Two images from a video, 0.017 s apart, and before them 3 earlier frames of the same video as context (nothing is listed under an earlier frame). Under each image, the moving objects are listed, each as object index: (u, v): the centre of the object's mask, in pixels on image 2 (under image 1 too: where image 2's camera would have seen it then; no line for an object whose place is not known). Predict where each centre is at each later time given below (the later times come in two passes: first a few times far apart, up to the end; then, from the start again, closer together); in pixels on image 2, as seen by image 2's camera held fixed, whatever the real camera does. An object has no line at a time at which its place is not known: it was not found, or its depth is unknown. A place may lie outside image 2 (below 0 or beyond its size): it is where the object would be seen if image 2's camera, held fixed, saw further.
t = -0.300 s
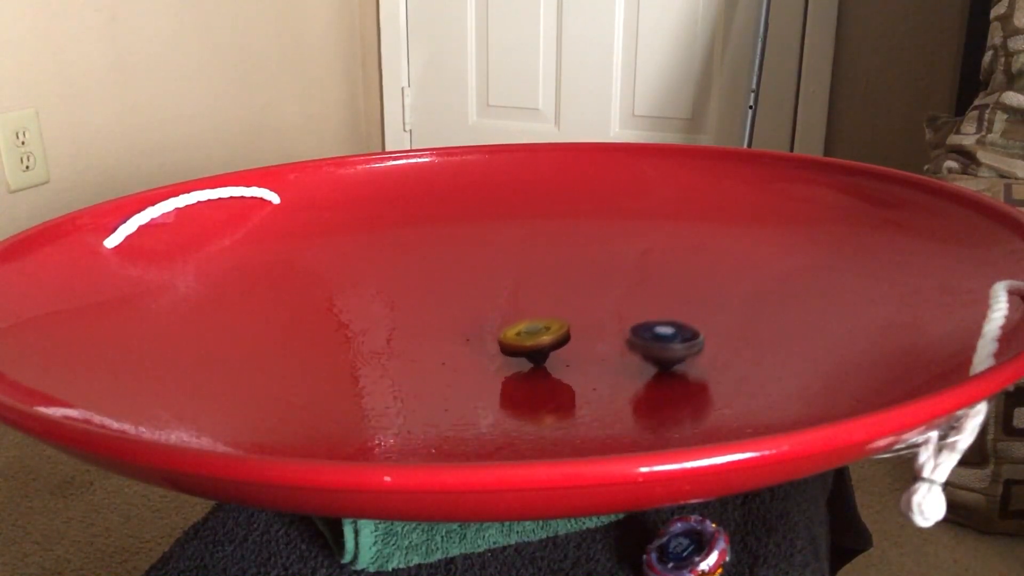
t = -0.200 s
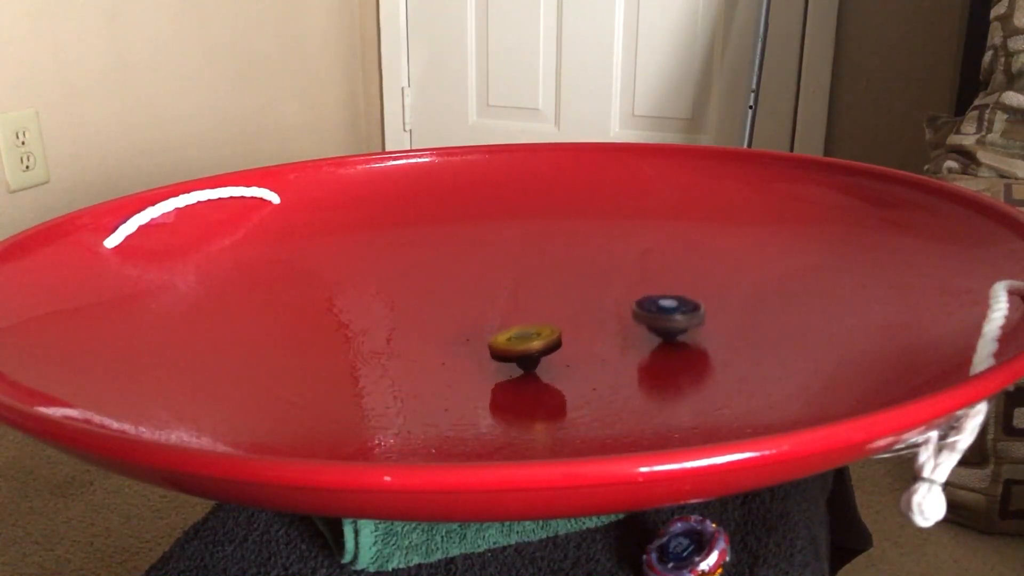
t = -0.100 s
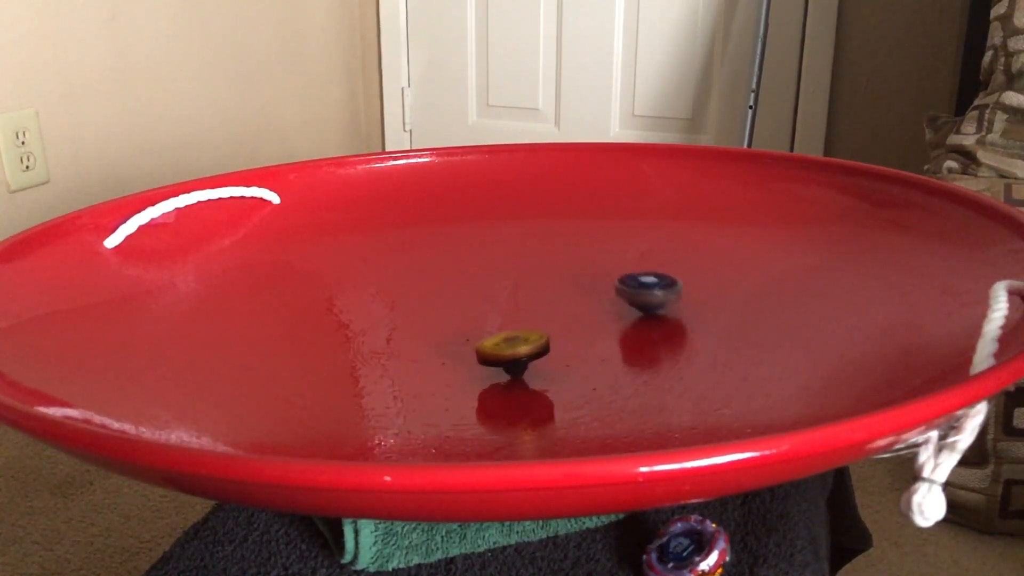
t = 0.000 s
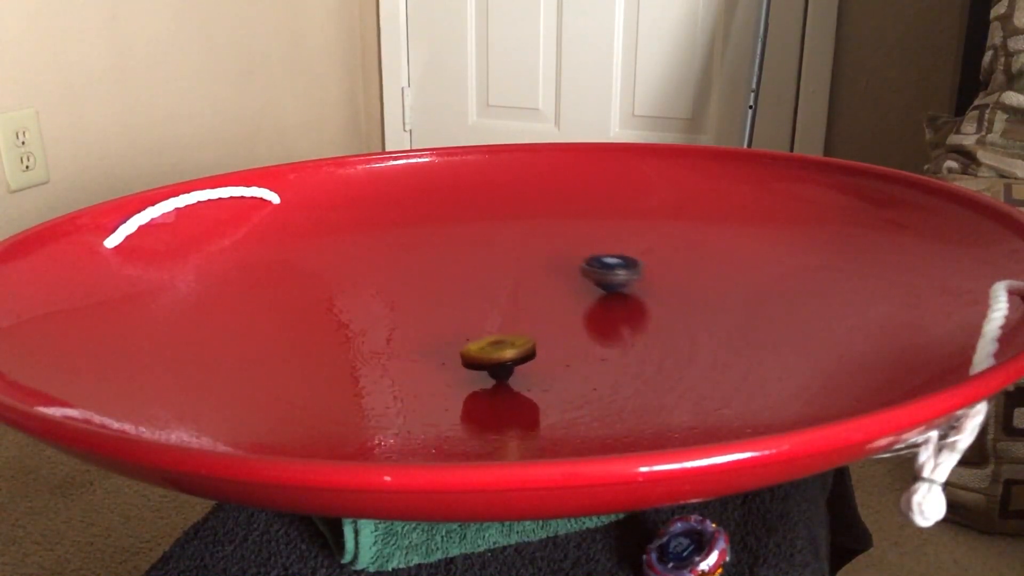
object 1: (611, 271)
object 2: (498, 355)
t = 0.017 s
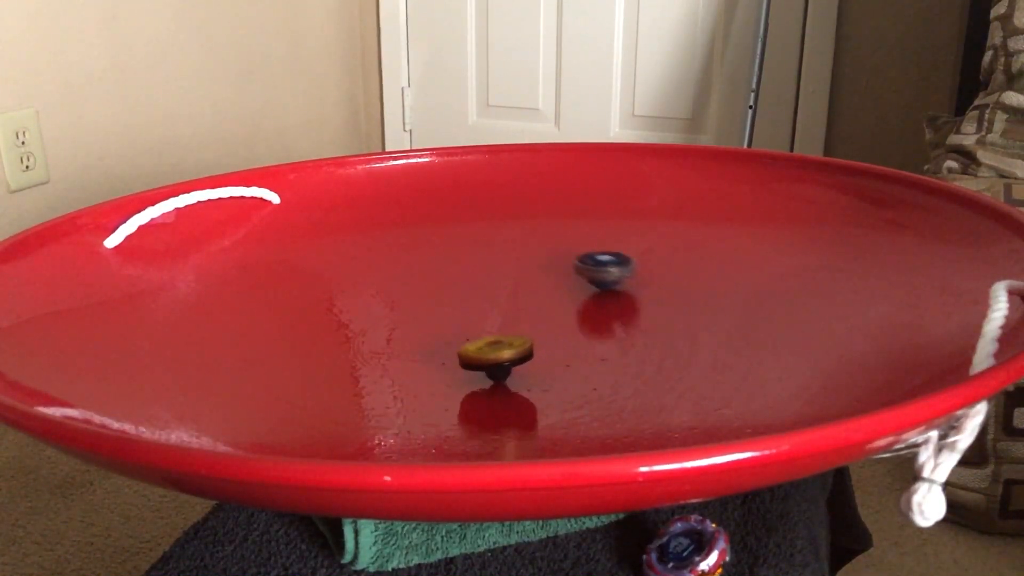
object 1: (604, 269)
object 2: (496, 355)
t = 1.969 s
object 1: (565, 259)
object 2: (453, 292)
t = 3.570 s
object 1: (638, 299)
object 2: (478, 357)
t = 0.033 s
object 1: (596, 266)
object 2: (493, 356)
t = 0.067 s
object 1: (581, 262)
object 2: (488, 357)
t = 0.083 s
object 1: (573, 260)
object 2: (485, 358)
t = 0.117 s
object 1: (555, 256)
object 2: (480, 359)
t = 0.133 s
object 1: (546, 254)
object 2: (477, 359)
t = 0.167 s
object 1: (529, 251)
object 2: (471, 360)
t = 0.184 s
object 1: (519, 250)
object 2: (469, 360)
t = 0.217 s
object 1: (499, 248)
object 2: (463, 361)
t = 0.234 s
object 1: (490, 248)
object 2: (460, 361)
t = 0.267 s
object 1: (470, 247)
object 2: (454, 361)
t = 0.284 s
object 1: (461, 247)
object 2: (451, 362)
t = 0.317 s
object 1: (441, 246)
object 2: (446, 362)
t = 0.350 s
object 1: (420, 247)
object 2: (440, 362)
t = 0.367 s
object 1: (410, 248)
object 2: (437, 361)
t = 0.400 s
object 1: (391, 250)
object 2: (432, 362)
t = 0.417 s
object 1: (381, 251)
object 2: (429, 361)
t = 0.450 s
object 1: (361, 254)
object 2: (424, 361)
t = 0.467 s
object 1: (352, 255)
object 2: (421, 361)
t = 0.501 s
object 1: (334, 259)
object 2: (416, 360)
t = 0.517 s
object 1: (325, 261)
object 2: (414, 360)
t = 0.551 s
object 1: (308, 266)
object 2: (409, 359)
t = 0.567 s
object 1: (300, 269)
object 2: (406, 358)
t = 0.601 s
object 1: (285, 274)
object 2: (401, 357)
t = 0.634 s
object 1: (271, 281)
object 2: (396, 356)
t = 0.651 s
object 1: (265, 284)
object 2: (394, 355)
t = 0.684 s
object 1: (253, 292)
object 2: (390, 353)
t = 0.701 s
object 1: (249, 295)
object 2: (388, 353)
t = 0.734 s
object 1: (241, 304)
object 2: (385, 351)
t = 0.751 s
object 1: (239, 308)
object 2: (383, 350)
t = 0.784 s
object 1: (235, 317)
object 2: (380, 348)
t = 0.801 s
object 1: (234, 322)
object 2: (378, 347)
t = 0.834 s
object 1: (236, 331)
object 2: (375, 346)
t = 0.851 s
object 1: (237, 336)
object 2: (374, 345)
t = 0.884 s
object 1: (243, 345)
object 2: (372, 343)
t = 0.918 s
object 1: (252, 354)
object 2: (371, 341)
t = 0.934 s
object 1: (258, 359)
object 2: (370, 339)
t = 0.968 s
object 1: (272, 367)
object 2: (369, 337)
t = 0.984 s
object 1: (280, 372)
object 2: (368, 336)
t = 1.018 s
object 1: (300, 379)
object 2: (367, 334)
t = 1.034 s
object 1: (312, 383)
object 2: (367, 333)
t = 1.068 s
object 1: (336, 388)
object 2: (367, 331)
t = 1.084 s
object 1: (350, 391)
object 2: (367, 330)
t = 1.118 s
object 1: (375, 395)
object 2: (367, 327)
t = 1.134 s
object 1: (389, 397)
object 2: (367, 326)
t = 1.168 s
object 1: (418, 399)
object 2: (368, 324)
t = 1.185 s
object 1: (435, 400)
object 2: (369, 323)
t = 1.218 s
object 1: (466, 400)
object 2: (370, 321)
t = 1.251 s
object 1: (496, 398)
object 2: (372, 319)
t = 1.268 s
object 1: (510, 397)
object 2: (373, 318)
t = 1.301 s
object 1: (539, 392)
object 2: (375, 316)
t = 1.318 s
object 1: (552, 391)
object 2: (376, 315)
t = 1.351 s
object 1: (577, 385)
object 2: (378, 313)
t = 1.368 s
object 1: (588, 382)
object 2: (380, 312)
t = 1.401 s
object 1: (610, 375)
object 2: (382, 310)
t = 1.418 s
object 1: (620, 371)
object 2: (384, 309)
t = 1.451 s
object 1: (637, 363)
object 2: (387, 307)
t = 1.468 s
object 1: (644, 359)
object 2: (388, 307)
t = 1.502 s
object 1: (656, 351)
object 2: (392, 305)
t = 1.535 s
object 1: (666, 343)
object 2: (395, 303)
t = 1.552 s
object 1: (670, 338)
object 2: (397, 303)
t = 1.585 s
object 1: (675, 330)
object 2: (401, 301)
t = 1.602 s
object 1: (676, 325)
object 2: (403, 301)
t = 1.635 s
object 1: (676, 317)
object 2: (407, 299)
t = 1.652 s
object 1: (676, 313)
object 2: (409, 299)
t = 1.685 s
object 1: (672, 305)
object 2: (414, 298)
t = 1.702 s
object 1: (669, 302)
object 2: (416, 297)
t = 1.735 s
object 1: (662, 294)
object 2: (420, 296)
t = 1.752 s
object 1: (657, 291)
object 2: (422, 296)
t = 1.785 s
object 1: (647, 284)
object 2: (427, 295)
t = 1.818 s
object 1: (635, 278)
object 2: (432, 294)
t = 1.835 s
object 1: (628, 276)
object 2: (434, 294)
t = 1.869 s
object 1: (614, 270)
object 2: (439, 293)
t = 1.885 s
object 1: (606, 268)
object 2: (441, 293)
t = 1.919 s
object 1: (591, 264)
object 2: (446, 293)
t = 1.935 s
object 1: (582, 263)
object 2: (448, 292)
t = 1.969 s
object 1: (565, 259)
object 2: (453, 292)
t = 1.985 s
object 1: (555, 258)
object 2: (455, 292)
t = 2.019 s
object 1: (536, 256)
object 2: (460, 292)
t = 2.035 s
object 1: (527, 255)
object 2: (462, 292)
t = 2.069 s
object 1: (507, 254)
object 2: (468, 291)
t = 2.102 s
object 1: (488, 253)
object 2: (473, 291)
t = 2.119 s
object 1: (478, 252)
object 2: (475, 291)
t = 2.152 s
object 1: (456, 254)
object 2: (479, 291)
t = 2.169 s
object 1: (448, 255)
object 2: (481, 292)
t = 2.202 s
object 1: (427, 256)
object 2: (486, 292)
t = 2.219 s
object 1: (418, 257)
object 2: (488, 292)
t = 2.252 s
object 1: (398, 259)
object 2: (493, 293)
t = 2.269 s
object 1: (389, 260)
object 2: (495, 293)
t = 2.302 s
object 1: (371, 263)
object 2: (499, 294)
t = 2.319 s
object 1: (360, 265)
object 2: (501, 294)
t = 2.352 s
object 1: (342, 270)
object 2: (505, 295)
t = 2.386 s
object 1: (325, 274)
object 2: (509, 296)
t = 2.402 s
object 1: (317, 277)
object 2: (511, 297)
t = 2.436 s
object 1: (301, 283)
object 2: (514, 298)
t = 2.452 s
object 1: (294, 286)
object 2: (516, 299)
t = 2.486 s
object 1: (281, 292)
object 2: (519, 300)
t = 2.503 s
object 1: (275, 295)
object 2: (521, 301)
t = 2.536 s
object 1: (265, 303)
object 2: (524, 302)
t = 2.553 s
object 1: (261, 306)
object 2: (525, 303)
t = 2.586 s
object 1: (253, 314)
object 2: (528, 305)
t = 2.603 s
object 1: (251, 318)
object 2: (529, 305)
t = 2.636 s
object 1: (247, 326)
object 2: (531, 307)
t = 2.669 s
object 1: (247, 335)
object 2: (533, 309)
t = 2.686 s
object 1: (248, 339)
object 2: (534, 310)
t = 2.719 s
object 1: (251, 348)
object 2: (536, 312)
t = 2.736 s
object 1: (254, 352)
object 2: (537, 312)
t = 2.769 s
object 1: (263, 360)
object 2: (538, 314)
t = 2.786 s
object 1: (269, 364)
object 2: (539, 315)
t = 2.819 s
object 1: (282, 372)
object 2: (540, 317)
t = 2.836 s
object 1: (289, 375)
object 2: (540, 318)
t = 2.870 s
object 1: (308, 383)
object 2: (541, 320)
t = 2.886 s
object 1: (318, 386)
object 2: (541, 321)
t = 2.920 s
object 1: (341, 391)
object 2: (541, 323)
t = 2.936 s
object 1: (354, 395)
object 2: (540, 325)
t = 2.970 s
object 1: (379, 398)
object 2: (540, 326)
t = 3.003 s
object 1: (406, 400)
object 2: (539, 328)
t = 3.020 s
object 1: (422, 401)
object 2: (538, 329)
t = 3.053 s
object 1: (450, 401)
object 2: (537, 332)
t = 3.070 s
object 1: (464, 400)
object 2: (536, 333)
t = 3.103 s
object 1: (492, 398)
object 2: (534, 335)
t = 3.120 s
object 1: (506, 397)
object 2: (534, 336)
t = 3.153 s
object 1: (532, 394)
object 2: (531, 338)
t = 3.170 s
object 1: (543, 390)
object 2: (530, 339)
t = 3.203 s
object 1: (566, 385)
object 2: (527, 340)
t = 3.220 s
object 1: (579, 381)
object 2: (526, 342)
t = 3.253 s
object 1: (598, 375)
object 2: (522, 344)
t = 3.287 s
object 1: (614, 367)
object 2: (518, 345)
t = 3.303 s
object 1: (621, 363)
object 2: (516, 346)
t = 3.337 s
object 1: (633, 355)
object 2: (513, 348)
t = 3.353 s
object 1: (638, 351)
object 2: (510, 349)
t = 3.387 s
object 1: (645, 343)
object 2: (506, 350)
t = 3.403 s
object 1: (647, 338)
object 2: (503, 350)
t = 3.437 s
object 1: (651, 330)
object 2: (499, 352)
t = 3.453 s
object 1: (651, 327)
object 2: (497, 353)
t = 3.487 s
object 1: (650, 318)
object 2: (491, 354)
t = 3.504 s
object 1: (649, 314)
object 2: (489, 354)
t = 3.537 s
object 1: (644, 306)
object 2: (484, 355)
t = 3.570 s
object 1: (638, 299)
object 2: (478, 357)
